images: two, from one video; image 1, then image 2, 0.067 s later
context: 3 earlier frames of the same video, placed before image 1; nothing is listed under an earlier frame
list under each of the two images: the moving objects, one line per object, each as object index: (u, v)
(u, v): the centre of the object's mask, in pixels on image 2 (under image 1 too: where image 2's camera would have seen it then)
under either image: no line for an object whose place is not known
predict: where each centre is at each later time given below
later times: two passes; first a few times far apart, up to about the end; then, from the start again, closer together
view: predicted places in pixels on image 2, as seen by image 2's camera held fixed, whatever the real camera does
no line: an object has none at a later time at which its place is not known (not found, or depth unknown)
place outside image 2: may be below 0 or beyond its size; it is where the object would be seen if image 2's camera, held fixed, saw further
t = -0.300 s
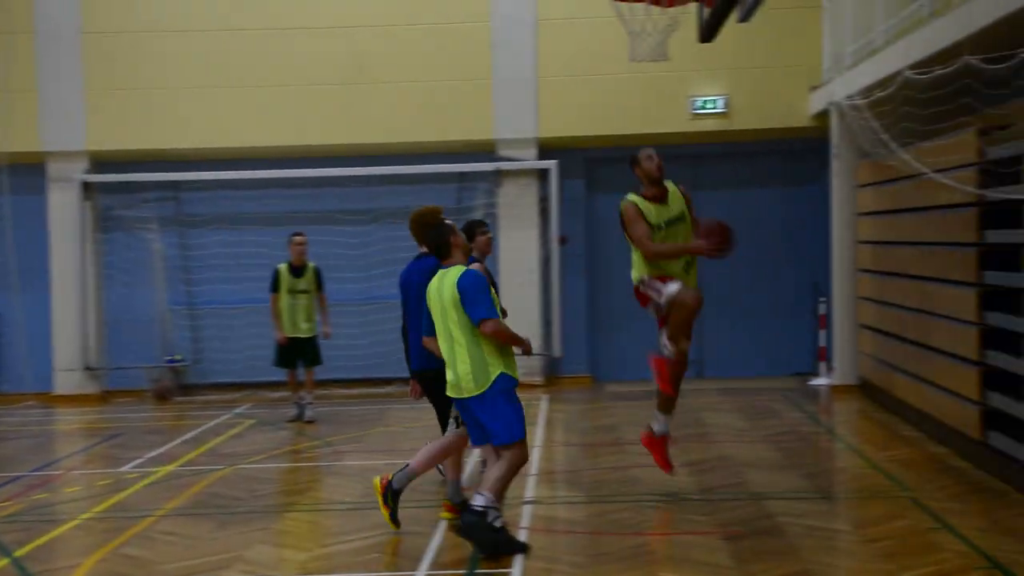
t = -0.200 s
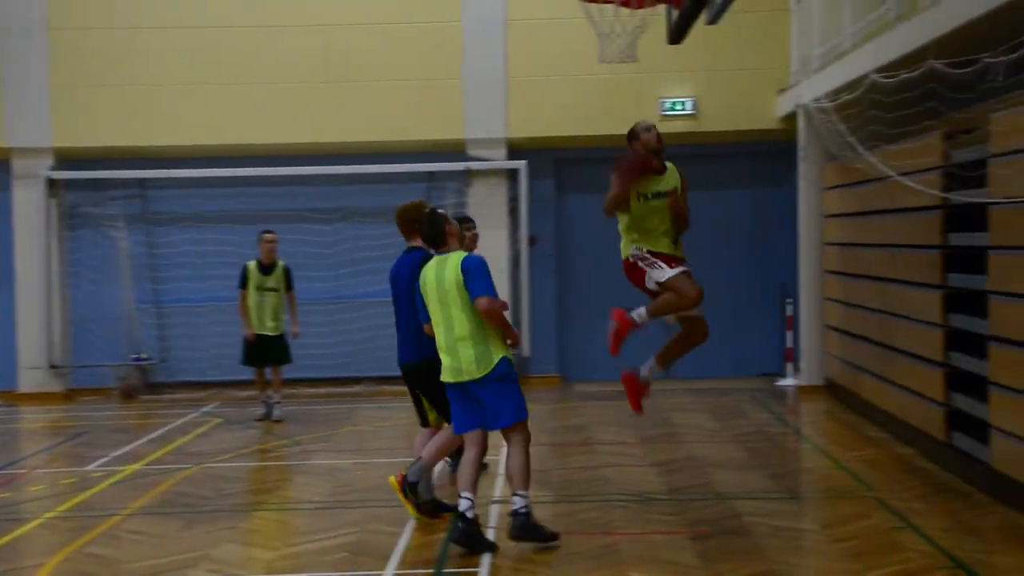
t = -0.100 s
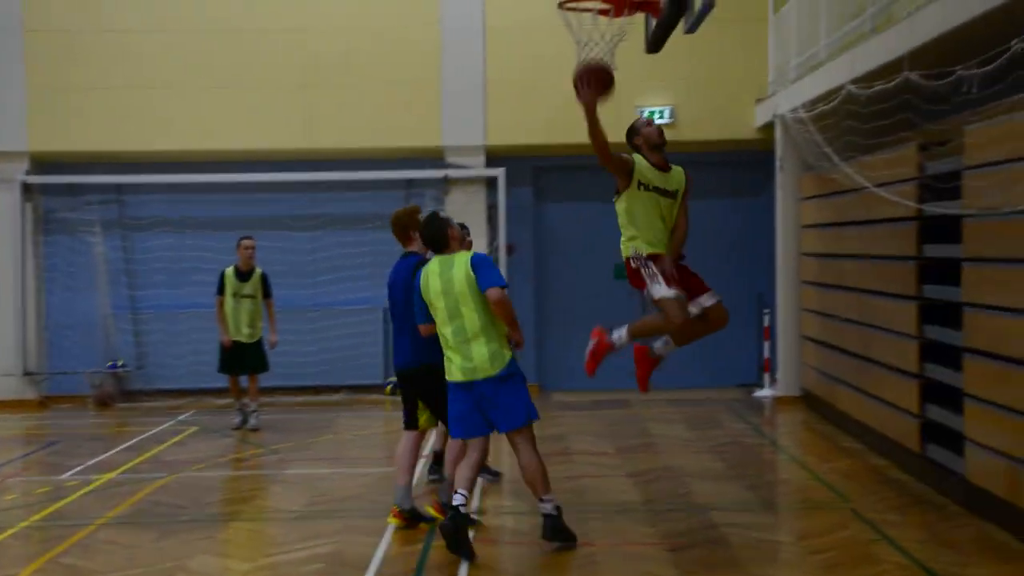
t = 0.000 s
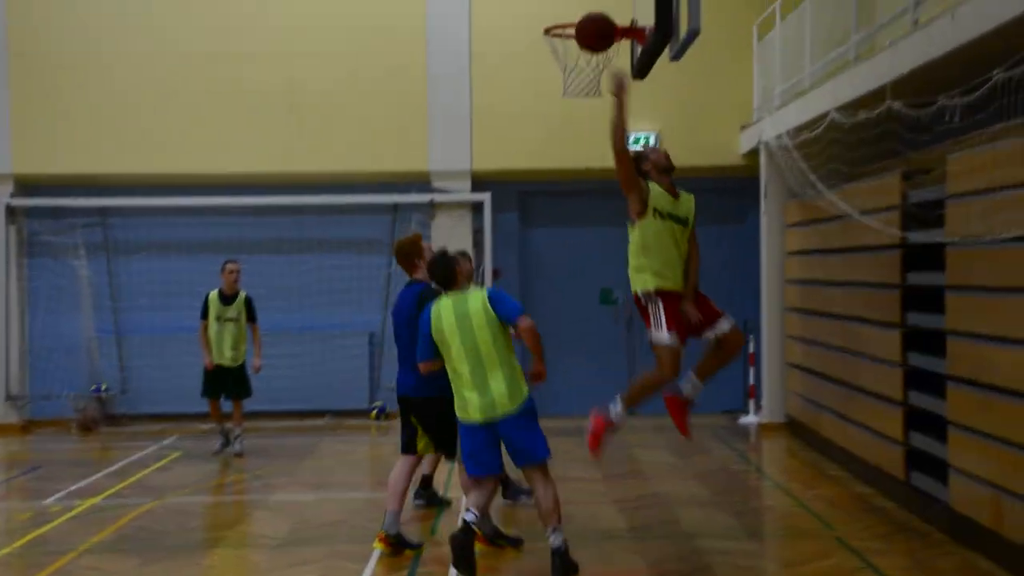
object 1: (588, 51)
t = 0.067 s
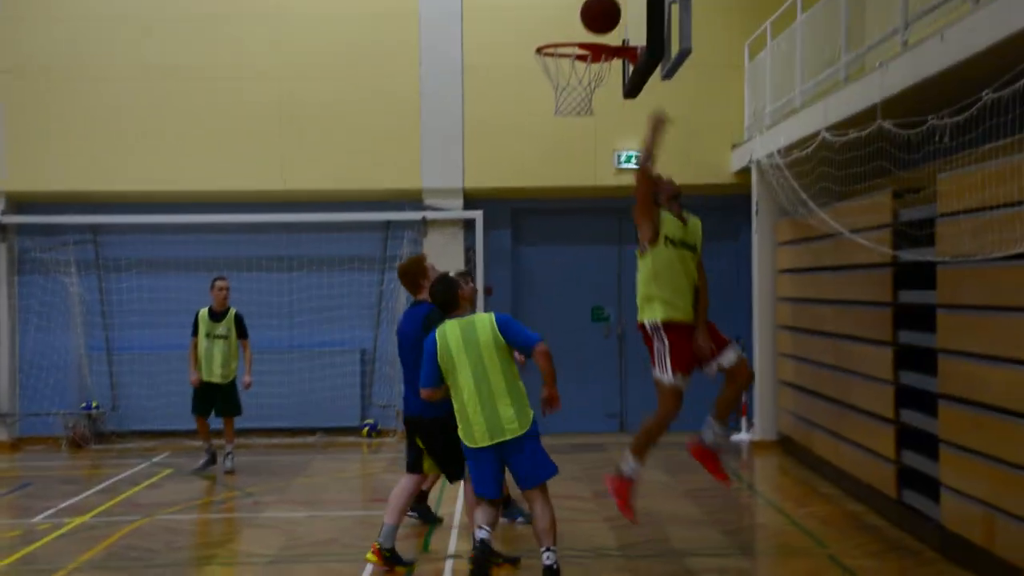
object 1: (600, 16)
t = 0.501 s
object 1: (571, 28)
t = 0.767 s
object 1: (558, 126)
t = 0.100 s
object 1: (606, 4)
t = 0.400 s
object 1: (584, 2)
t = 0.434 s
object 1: (580, 7)
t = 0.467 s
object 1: (576, 17)
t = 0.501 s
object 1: (571, 28)
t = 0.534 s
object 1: (566, 47)
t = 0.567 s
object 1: (561, 66)
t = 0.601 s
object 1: (558, 83)
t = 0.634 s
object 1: (555, 93)
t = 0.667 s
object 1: (559, 108)
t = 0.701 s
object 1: (557, 110)
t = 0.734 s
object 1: (556, 116)
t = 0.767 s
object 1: (558, 126)
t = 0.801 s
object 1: (558, 138)
